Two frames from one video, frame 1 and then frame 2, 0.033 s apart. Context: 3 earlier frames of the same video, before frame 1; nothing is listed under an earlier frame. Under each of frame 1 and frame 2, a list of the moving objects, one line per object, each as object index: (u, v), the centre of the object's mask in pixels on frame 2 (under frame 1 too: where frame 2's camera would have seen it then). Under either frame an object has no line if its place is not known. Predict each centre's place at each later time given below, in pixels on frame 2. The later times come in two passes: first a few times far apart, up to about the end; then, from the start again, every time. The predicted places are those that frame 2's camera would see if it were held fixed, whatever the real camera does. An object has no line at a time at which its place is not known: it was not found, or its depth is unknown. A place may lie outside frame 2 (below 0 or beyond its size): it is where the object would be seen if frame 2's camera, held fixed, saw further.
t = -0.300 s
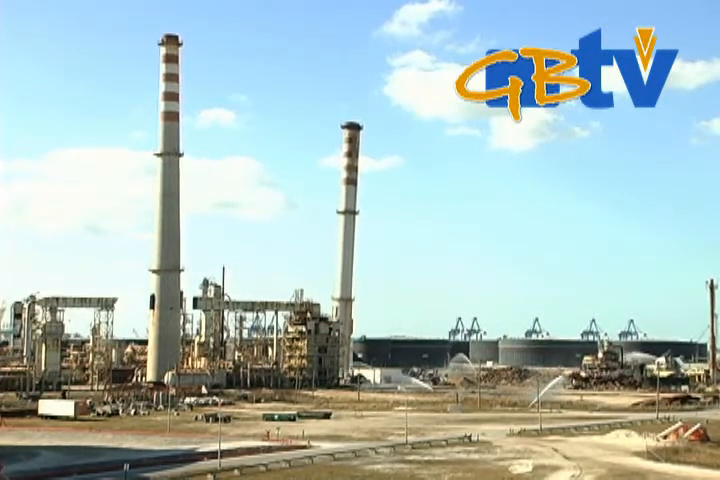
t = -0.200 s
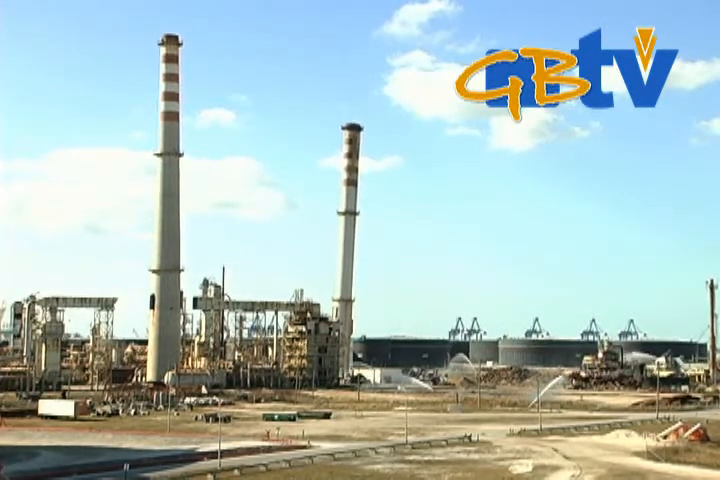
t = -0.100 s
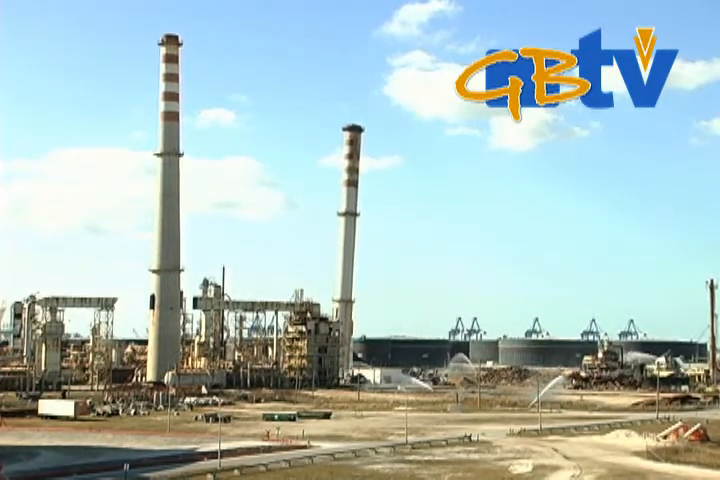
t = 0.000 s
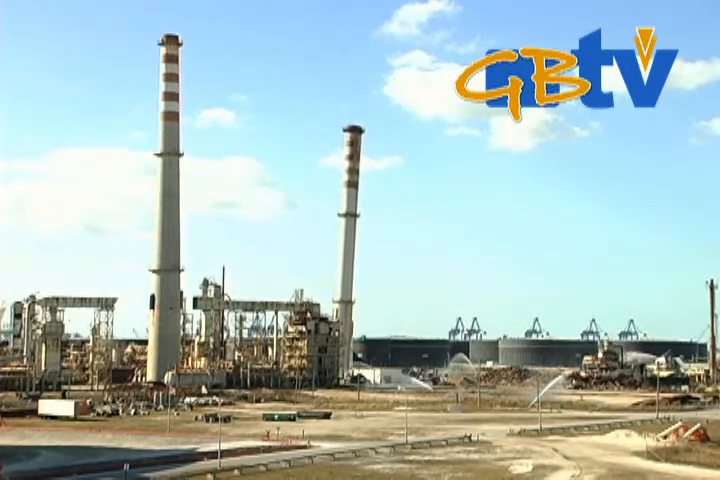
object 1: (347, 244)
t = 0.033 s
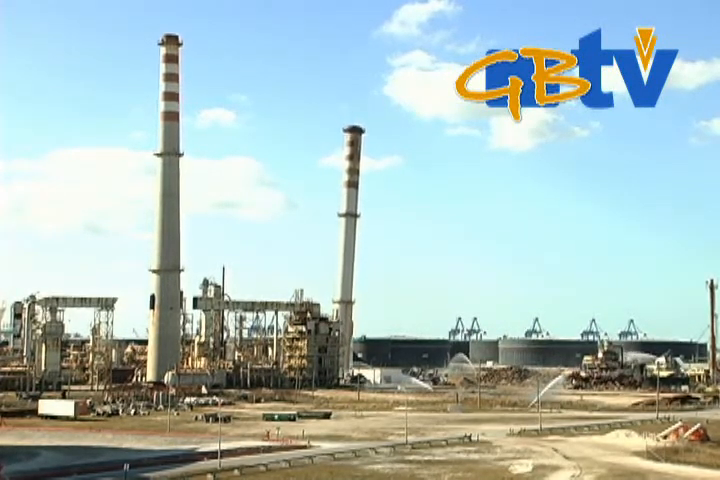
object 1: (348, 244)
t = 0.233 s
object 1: (348, 245)
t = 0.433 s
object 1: (349, 247)
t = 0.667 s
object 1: (350, 248)
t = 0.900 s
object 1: (351, 250)
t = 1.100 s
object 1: (352, 250)
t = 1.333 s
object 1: (353, 251)
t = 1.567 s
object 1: (354, 251)
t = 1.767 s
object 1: (356, 252)
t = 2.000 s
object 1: (357, 254)
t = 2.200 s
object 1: (358, 256)
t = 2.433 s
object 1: (360, 257)
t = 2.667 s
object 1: (361, 260)
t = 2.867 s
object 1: (363, 262)
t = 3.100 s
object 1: (365, 263)
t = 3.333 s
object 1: (366, 267)
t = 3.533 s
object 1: (368, 269)
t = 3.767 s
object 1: (370, 273)
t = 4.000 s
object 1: (371, 276)
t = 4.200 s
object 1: (373, 278)
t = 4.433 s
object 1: (376, 282)
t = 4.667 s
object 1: (381, 281)
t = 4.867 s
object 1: (383, 285)
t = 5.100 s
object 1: (386, 291)
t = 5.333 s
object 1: (389, 297)
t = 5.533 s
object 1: (393, 301)
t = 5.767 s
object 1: (397, 308)
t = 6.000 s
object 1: (406, 310)
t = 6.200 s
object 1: (412, 312)
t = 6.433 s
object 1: (425, 320)
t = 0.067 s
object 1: (348, 244)
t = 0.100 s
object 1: (348, 244)
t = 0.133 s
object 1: (348, 244)
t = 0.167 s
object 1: (348, 245)
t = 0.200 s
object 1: (348, 245)
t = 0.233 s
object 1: (348, 245)
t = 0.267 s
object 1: (348, 246)
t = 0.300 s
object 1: (349, 245)
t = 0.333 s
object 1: (349, 246)
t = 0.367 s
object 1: (349, 247)
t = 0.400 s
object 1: (349, 247)
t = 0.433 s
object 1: (349, 247)
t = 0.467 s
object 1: (349, 248)
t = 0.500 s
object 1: (349, 248)
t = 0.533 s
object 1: (349, 248)
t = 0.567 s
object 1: (349, 248)
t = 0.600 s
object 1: (350, 248)
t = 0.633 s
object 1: (350, 248)
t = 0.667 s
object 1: (350, 248)
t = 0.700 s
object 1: (350, 249)
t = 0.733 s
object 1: (350, 248)
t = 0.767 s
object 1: (350, 249)
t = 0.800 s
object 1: (350, 249)
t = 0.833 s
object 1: (351, 250)
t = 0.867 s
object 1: (351, 249)
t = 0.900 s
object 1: (351, 250)
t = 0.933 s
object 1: (351, 250)
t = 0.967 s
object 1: (351, 250)
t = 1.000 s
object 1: (351, 250)
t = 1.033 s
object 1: (352, 250)
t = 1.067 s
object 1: (352, 250)
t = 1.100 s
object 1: (352, 250)
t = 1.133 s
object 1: (352, 250)
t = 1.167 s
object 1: (352, 250)
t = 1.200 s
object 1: (352, 251)
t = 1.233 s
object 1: (353, 251)
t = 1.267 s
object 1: (353, 251)
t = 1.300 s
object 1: (353, 251)
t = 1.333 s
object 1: (353, 251)
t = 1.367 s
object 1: (353, 252)
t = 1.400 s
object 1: (354, 251)
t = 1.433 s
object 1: (354, 251)
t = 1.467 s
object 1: (354, 251)
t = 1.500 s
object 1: (354, 251)
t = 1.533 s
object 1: (354, 251)
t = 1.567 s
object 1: (354, 251)
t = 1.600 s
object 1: (354, 252)
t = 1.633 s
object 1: (355, 252)
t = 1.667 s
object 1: (355, 252)
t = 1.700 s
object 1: (355, 252)
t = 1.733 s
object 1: (355, 252)
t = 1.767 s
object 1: (356, 252)
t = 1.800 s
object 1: (356, 252)
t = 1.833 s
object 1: (356, 253)
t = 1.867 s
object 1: (356, 253)
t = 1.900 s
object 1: (356, 253)
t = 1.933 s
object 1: (356, 253)
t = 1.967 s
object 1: (357, 254)
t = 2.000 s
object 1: (357, 254)
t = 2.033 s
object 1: (357, 254)
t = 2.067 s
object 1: (357, 255)
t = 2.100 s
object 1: (357, 254)
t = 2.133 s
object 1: (358, 254)
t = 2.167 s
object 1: (358, 255)
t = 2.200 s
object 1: (358, 256)
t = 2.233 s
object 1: (358, 255)
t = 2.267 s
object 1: (359, 256)
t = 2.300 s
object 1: (359, 256)
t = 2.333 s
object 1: (359, 256)
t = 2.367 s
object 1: (359, 257)
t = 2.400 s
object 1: (359, 257)
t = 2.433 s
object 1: (360, 257)
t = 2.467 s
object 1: (360, 257)
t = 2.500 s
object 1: (360, 258)
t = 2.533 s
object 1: (360, 259)
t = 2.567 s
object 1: (360, 259)
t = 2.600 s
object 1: (360, 259)
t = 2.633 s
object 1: (361, 260)
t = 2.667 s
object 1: (361, 260)
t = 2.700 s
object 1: (361, 261)
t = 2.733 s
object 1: (361, 261)
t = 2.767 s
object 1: (362, 261)
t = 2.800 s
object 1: (362, 262)
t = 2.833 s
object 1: (362, 262)
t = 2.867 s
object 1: (363, 262)
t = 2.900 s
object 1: (363, 262)
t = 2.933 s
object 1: (363, 262)
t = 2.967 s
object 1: (363, 262)
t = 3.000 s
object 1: (364, 263)
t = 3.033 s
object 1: (364, 263)
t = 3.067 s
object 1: (364, 263)
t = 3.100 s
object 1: (365, 263)
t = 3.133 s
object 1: (365, 264)
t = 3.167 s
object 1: (365, 264)
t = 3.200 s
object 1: (365, 265)
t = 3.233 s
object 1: (366, 265)
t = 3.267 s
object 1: (366, 266)
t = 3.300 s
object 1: (366, 266)
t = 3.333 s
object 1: (366, 267)
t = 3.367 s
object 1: (367, 267)
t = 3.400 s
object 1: (367, 267)
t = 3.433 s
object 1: (367, 268)
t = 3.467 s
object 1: (367, 268)
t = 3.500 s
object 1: (368, 269)
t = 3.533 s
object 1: (368, 269)
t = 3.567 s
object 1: (368, 270)
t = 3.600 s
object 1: (368, 270)
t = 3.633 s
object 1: (369, 271)
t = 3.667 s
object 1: (369, 271)
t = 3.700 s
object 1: (369, 272)
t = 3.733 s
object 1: (369, 272)
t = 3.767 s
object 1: (370, 273)
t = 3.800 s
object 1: (370, 273)
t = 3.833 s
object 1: (370, 273)
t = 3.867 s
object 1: (370, 274)
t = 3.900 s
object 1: (371, 275)
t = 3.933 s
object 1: (371, 275)
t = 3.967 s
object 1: (371, 276)
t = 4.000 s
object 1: (371, 276)
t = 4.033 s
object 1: (372, 276)
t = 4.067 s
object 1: (372, 276)
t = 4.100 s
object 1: (373, 277)
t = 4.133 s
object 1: (373, 277)
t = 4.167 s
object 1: (373, 278)
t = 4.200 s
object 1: (373, 278)
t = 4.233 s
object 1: (374, 279)
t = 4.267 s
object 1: (374, 280)
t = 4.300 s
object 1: (374, 280)
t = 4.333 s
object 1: (375, 281)
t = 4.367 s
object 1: (375, 281)
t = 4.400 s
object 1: (376, 281)
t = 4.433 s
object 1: (376, 282)
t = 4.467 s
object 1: (376, 282)
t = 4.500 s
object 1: (378, 278)
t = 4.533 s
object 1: (379, 279)
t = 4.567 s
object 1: (379, 280)
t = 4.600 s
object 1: (380, 280)
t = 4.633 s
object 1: (380, 280)
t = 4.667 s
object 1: (381, 281)
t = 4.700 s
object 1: (381, 281)
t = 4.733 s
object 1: (382, 282)
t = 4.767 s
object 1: (382, 282)
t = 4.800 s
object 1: (383, 283)
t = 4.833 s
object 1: (383, 284)
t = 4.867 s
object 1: (383, 285)
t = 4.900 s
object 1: (384, 285)
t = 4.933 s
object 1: (384, 286)
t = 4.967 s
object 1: (385, 287)
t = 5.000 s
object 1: (385, 288)
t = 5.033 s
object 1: (386, 289)
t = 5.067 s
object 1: (386, 290)
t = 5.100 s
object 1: (386, 291)
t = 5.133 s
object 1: (386, 292)
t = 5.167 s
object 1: (387, 293)
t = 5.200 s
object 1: (388, 293)
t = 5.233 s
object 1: (388, 294)
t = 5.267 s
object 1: (388, 295)
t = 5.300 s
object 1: (389, 296)
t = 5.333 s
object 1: (389, 297)
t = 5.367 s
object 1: (390, 298)
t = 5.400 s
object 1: (390, 299)
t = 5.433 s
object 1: (391, 300)
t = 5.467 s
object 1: (391, 301)
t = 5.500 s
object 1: (392, 301)
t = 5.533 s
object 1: (393, 301)
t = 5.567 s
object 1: (393, 302)
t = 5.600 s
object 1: (394, 304)
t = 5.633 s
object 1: (394, 305)
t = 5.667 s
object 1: (394, 307)
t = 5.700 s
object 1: (395, 307)
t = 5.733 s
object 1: (397, 307)
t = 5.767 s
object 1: (397, 308)
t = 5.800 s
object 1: (398, 308)
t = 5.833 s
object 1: (399, 309)
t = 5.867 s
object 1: (400, 310)
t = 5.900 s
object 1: (402, 308)
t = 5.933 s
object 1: (404, 308)
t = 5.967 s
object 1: (405, 309)
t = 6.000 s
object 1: (406, 310)
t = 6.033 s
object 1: (406, 310)
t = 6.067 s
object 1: (408, 311)
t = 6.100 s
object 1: (409, 311)
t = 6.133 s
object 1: (410, 312)
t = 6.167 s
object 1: (412, 312)
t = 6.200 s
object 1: (412, 312)
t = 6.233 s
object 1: (414, 313)
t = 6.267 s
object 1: (414, 314)
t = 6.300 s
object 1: (416, 316)
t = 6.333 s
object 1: (417, 317)
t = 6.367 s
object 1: (419, 319)
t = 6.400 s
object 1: (421, 321)
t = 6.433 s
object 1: (425, 320)
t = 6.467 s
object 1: (425, 323)
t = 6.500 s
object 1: (426, 325)
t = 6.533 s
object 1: (427, 325)
